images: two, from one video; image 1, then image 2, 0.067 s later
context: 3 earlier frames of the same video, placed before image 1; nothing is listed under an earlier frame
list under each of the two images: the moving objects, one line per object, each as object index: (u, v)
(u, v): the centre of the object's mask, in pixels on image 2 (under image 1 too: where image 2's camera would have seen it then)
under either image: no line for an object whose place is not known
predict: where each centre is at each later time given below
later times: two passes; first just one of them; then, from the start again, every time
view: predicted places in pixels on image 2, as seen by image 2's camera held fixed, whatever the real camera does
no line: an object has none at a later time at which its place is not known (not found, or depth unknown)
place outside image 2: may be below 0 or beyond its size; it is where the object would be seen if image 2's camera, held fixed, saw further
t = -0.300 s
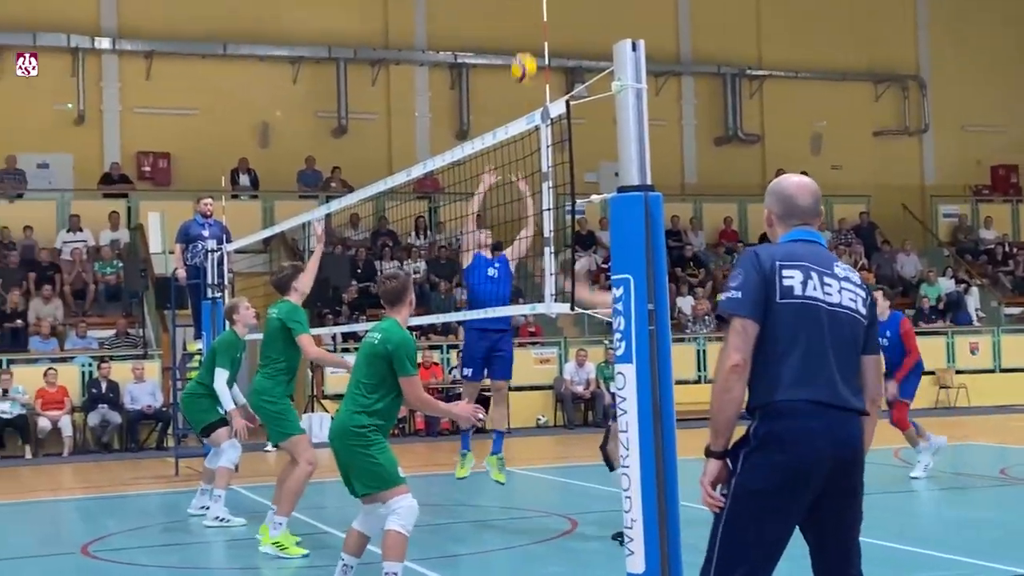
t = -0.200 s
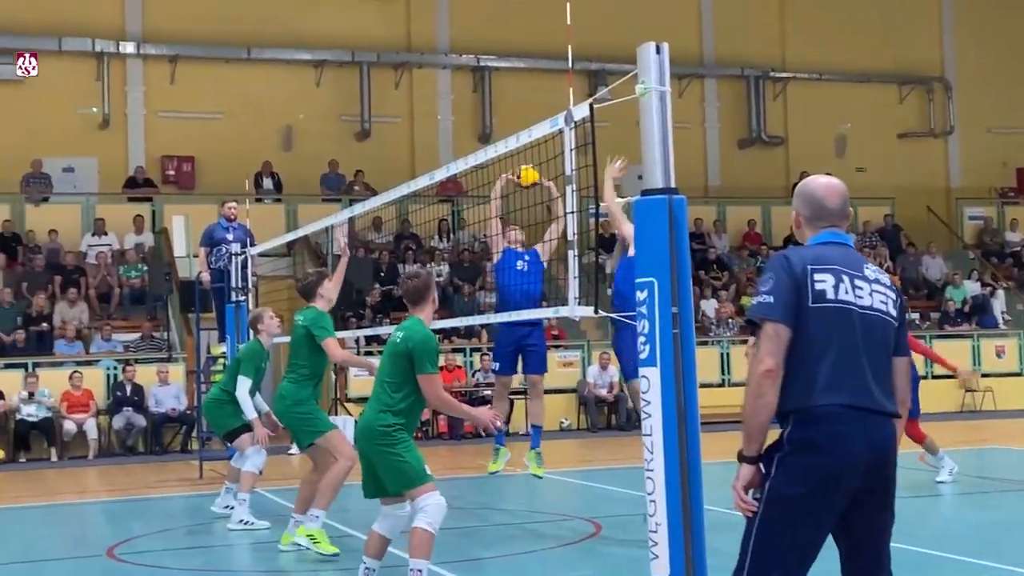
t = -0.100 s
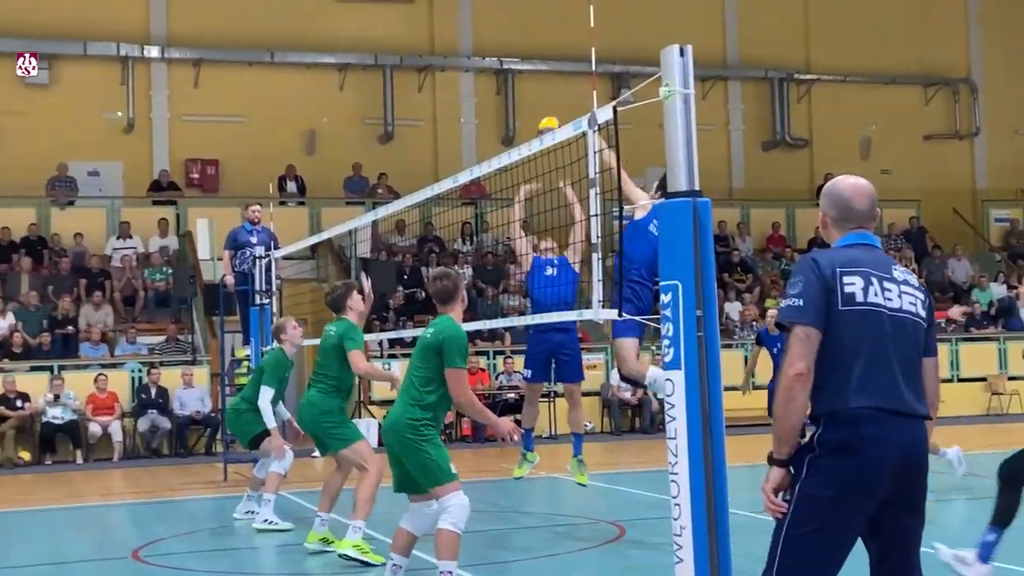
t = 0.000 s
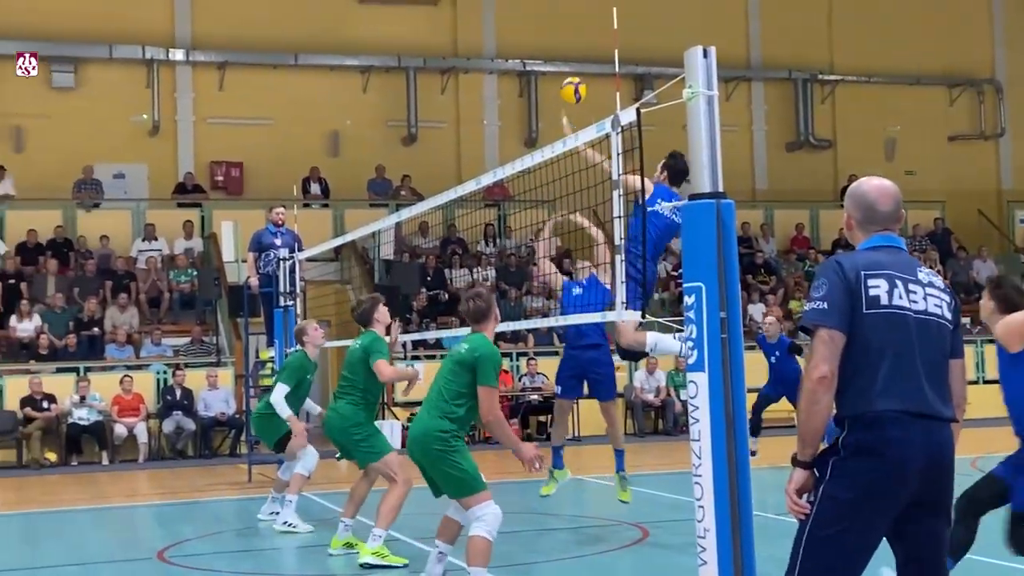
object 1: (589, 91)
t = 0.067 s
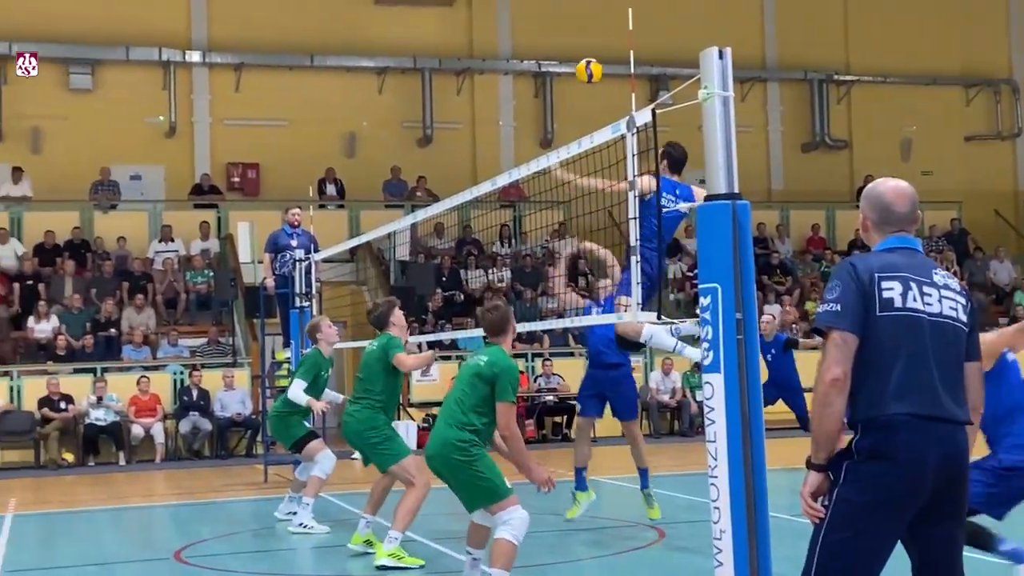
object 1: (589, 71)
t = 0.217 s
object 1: (588, 46)
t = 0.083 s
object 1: (589, 66)
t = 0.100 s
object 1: (588, 62)
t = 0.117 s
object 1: (588, 59)
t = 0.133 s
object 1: (588, 55)
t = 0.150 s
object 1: (588, 53)
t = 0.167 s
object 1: (588, 51)
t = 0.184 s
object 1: (588, 49)
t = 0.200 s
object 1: (589, 48)
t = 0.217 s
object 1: (588, 46)
